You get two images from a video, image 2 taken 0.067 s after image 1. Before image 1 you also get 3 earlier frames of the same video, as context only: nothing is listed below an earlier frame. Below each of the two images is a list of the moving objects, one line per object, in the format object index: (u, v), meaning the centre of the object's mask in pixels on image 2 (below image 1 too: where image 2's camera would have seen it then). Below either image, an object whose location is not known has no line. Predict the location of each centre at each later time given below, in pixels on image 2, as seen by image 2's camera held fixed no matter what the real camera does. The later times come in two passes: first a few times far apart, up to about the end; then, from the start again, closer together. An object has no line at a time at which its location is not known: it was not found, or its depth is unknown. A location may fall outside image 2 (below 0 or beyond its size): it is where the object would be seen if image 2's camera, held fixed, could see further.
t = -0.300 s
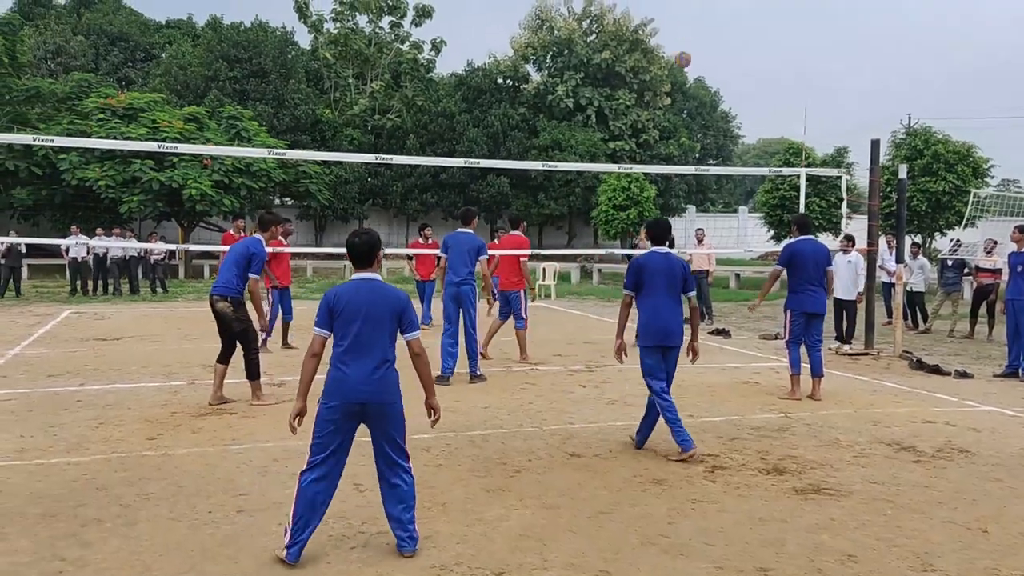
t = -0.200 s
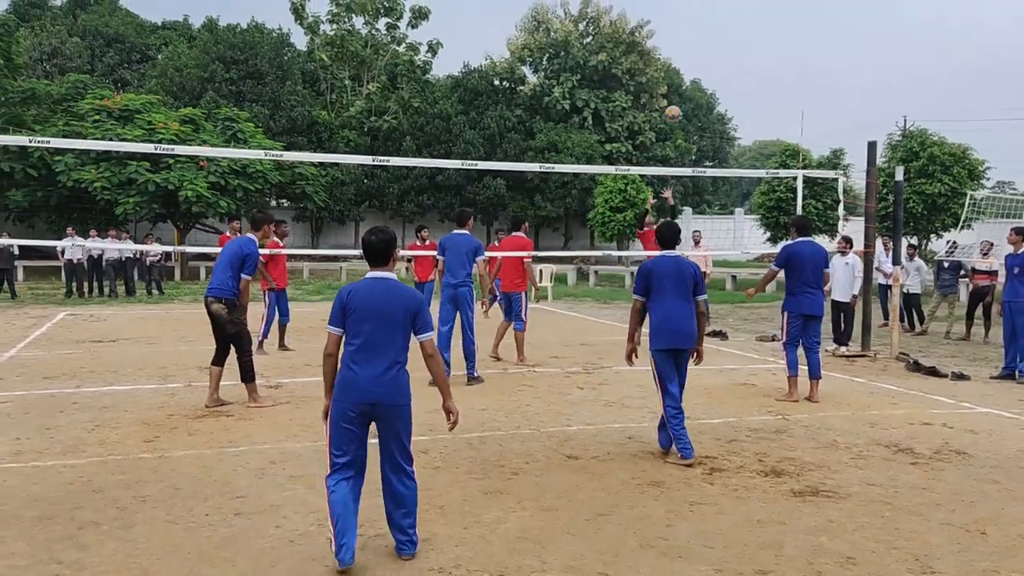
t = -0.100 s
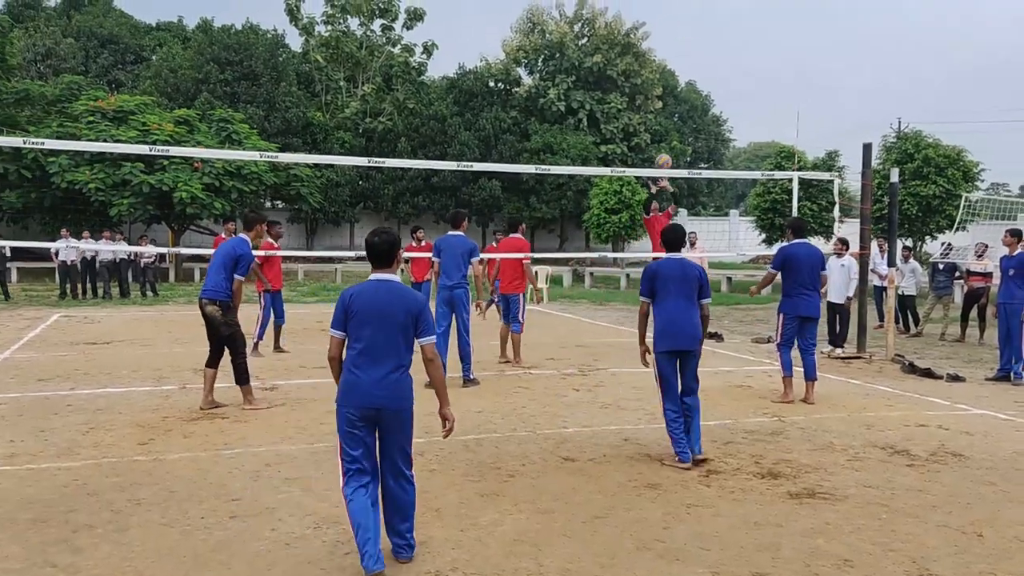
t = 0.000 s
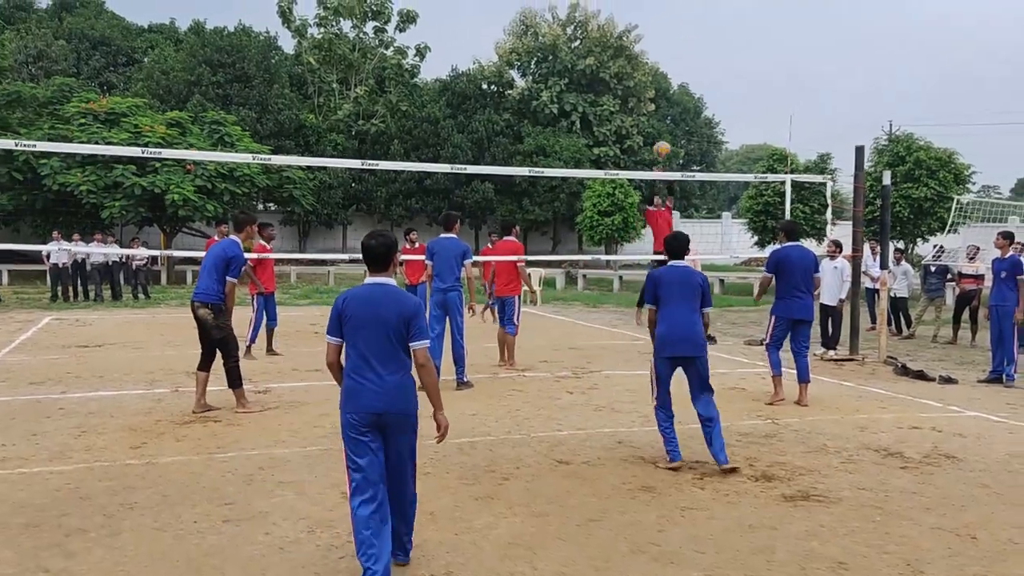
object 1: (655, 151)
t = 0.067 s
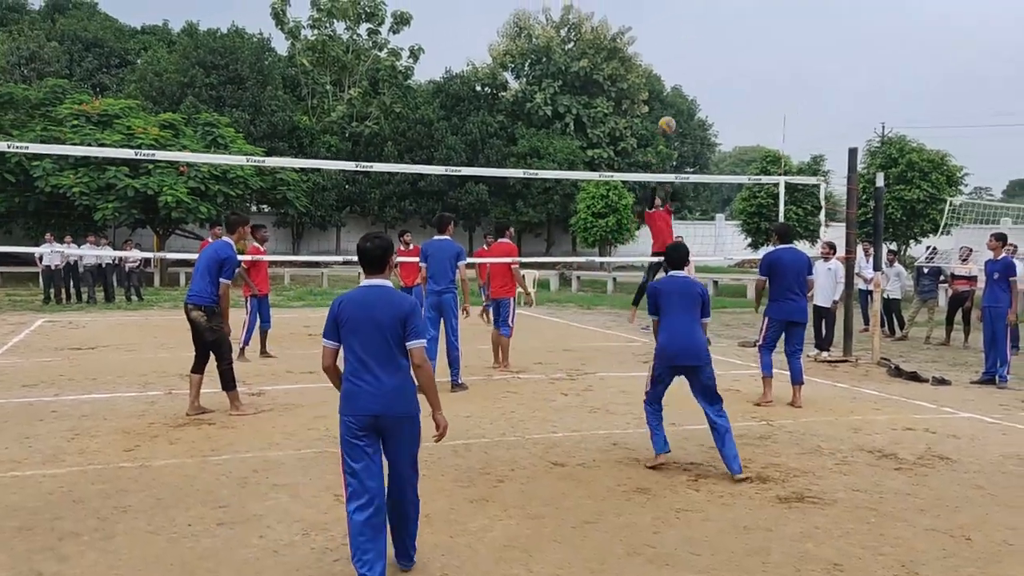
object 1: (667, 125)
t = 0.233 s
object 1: (697, 66)
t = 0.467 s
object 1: (746, 9)
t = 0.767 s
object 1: (830, 1)
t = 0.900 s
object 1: (877, 35)
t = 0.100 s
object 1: (673, 111)
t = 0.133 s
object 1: (679, 99)
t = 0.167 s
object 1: (685, 88)
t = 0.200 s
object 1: (691, 77)
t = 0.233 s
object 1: (697, 66)
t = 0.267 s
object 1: (703, 56)
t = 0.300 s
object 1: (709, 46)
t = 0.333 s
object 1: (716, 37)
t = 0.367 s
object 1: (723, 29)
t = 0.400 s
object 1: (731, 21)
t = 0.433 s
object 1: (738, 15)
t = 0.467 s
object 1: (746, 9)
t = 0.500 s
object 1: (754, 3)
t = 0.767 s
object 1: (830, 1)
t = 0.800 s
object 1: (841, 7)
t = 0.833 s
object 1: (853, 15)
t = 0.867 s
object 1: (865, 24)
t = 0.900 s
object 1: (877, 35)
